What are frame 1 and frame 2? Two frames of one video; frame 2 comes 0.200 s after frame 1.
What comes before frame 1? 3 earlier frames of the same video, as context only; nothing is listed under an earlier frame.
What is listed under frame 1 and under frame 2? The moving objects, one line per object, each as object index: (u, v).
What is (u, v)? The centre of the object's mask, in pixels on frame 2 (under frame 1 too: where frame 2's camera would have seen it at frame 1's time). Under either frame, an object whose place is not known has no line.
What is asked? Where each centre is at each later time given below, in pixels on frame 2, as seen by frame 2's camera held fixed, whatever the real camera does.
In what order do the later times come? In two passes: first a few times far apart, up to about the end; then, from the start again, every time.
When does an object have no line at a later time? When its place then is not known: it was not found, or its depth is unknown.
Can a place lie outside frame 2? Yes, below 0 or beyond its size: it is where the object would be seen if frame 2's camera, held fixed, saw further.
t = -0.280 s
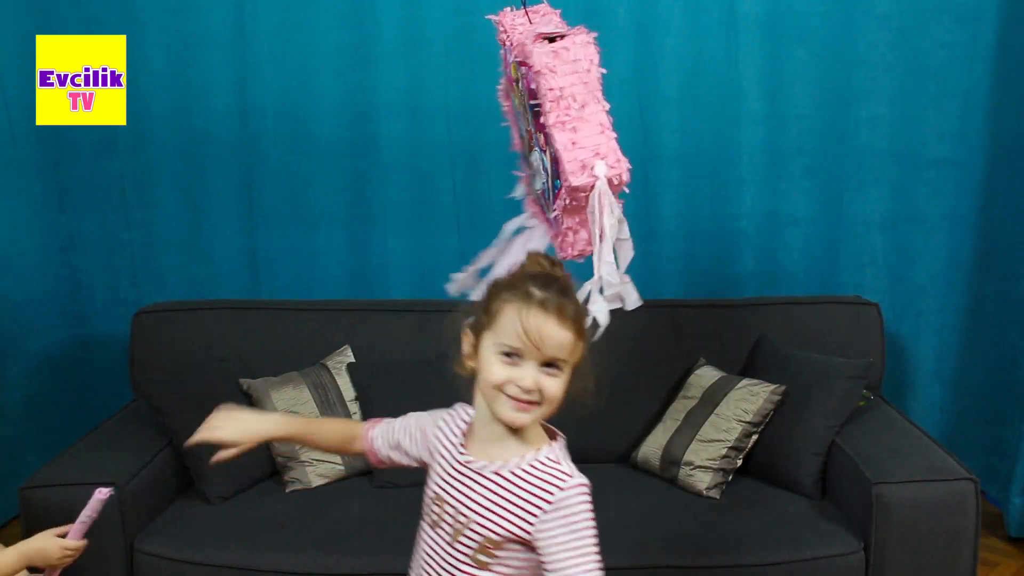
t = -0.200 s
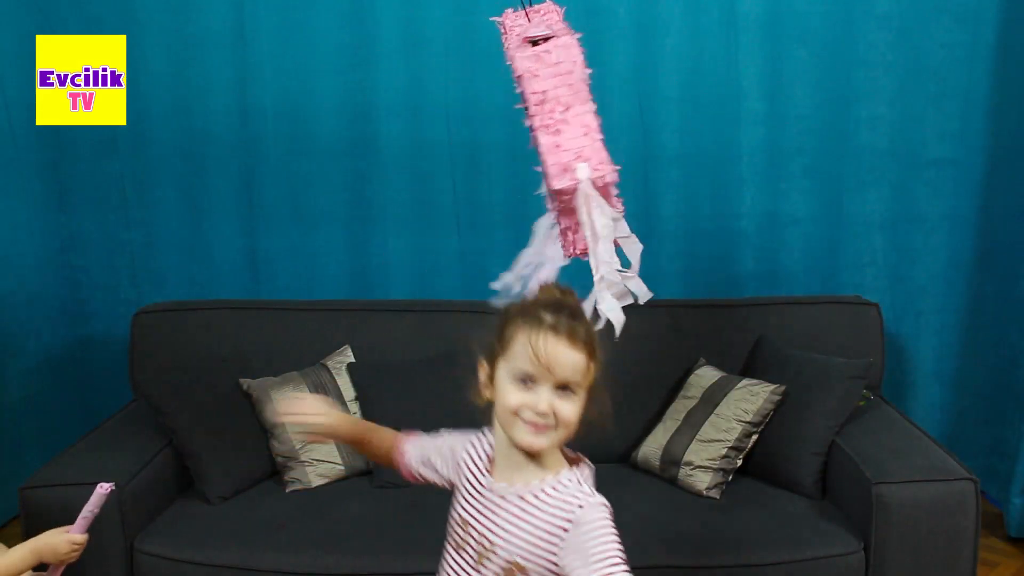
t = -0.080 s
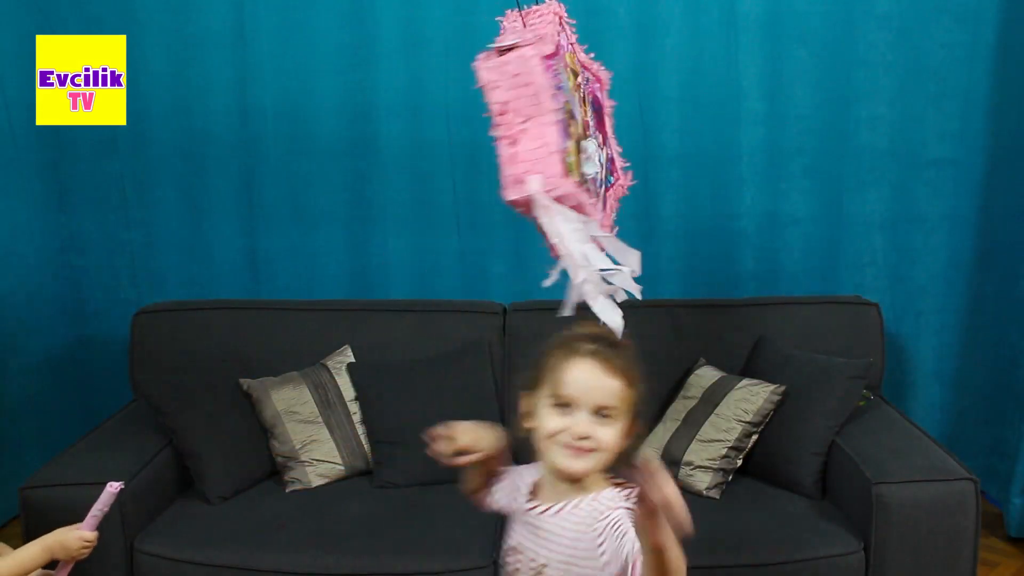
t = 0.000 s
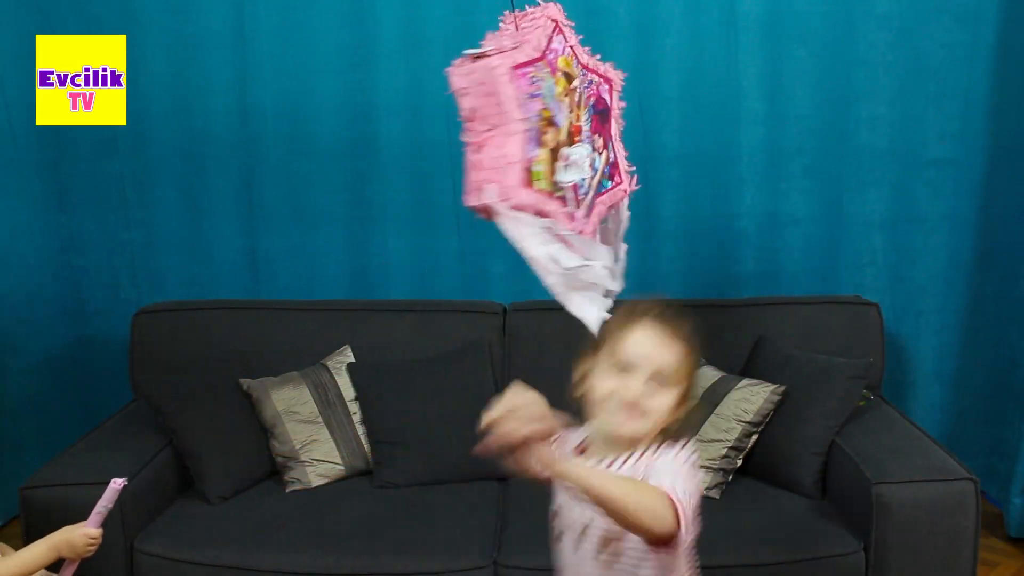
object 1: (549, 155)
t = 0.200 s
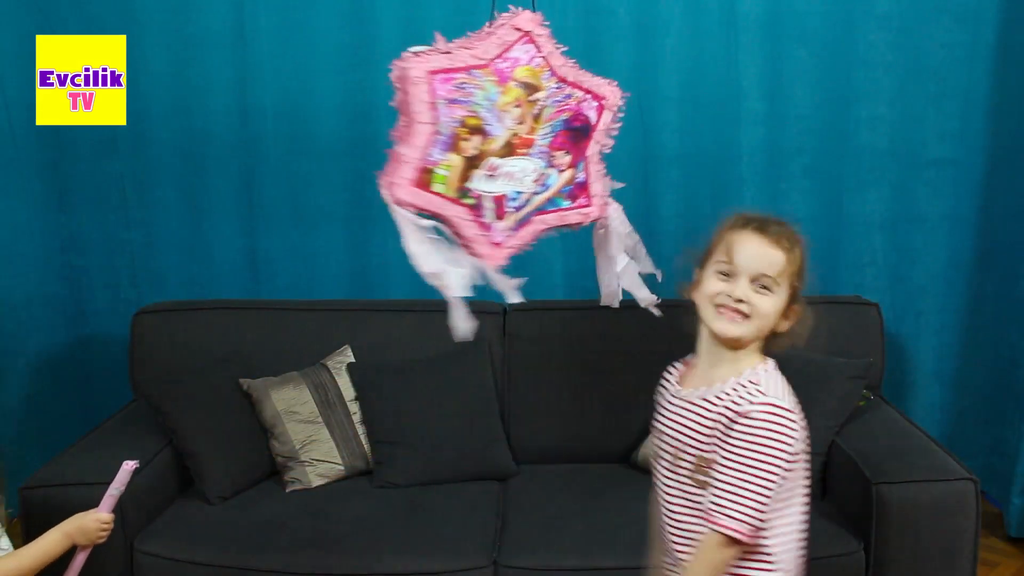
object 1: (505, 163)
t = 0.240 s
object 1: (495, 162)
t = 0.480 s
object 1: (462, 153)
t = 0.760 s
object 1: (484, 169)
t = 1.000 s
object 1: (536, 165)
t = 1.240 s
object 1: (549, 163)
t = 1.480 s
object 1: (515, 167)
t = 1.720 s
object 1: (473, 168)
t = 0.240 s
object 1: (495, 162)
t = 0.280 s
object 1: (486, 162)
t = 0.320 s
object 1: (478, 159)
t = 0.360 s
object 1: (472, 155)
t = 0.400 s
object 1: (466, 154)
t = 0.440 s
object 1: (464, 153)
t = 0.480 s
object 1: (462, 153)
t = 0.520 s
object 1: (462, 156)
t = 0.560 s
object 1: (464, 159)
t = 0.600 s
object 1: (466, 161)
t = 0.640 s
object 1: (469, 163)
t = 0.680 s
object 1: (472, 165)
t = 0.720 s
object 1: (477, 166)
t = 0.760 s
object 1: (484, 169)
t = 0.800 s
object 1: (493, 171)
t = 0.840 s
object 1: (501, 169)
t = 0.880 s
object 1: (511, 169)
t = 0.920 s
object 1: (520, 168)
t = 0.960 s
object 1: (529, 167)
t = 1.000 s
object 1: (536, 165)
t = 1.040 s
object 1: (541, 165)
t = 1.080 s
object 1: (546, 164)
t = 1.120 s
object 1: (549, 163)
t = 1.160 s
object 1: (551, 162)
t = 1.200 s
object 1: (551, 162)
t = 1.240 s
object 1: (549, 163)
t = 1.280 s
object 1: (546, 164)
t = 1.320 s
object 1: (542, 166)
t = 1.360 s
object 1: (536, 167)
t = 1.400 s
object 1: (530, 167)
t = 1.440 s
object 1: (522, 167)
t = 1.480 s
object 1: (515, 167)
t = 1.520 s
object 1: (507, 167)
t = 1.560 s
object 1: (499, 168)
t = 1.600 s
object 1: (491, 167)
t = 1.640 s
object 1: (484, 167)
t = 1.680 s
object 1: (477, 167)
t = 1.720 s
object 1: (473, 168)
